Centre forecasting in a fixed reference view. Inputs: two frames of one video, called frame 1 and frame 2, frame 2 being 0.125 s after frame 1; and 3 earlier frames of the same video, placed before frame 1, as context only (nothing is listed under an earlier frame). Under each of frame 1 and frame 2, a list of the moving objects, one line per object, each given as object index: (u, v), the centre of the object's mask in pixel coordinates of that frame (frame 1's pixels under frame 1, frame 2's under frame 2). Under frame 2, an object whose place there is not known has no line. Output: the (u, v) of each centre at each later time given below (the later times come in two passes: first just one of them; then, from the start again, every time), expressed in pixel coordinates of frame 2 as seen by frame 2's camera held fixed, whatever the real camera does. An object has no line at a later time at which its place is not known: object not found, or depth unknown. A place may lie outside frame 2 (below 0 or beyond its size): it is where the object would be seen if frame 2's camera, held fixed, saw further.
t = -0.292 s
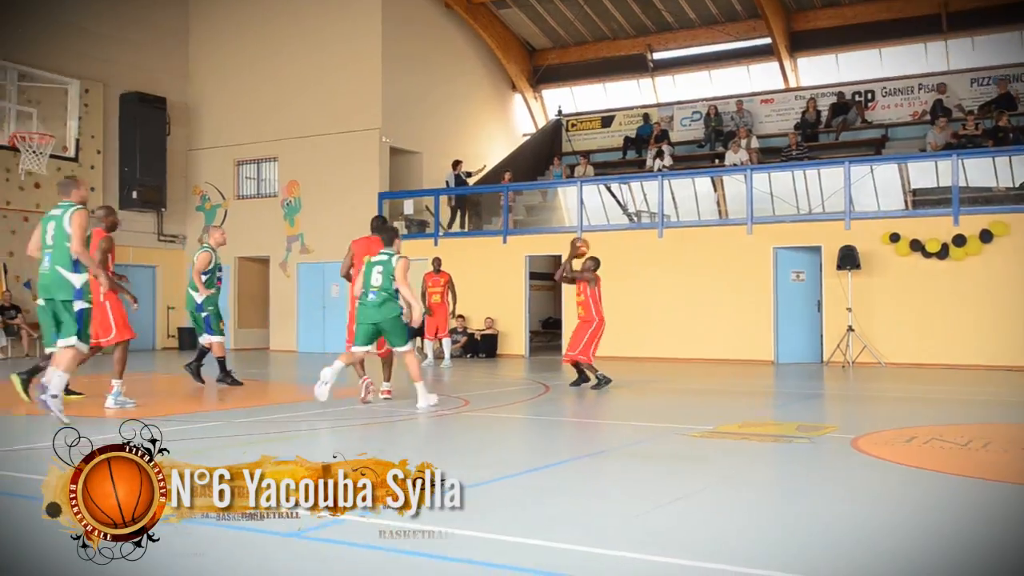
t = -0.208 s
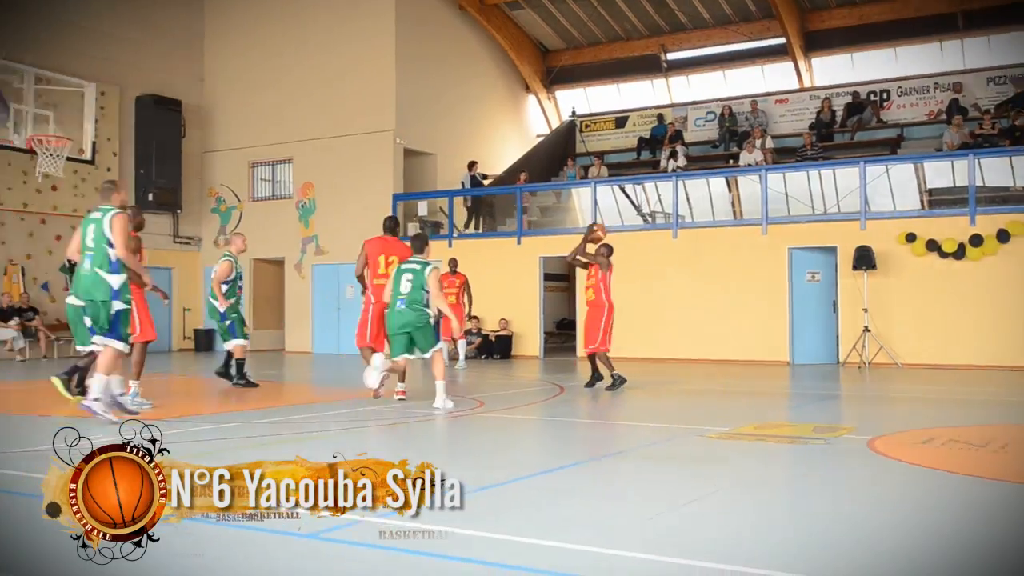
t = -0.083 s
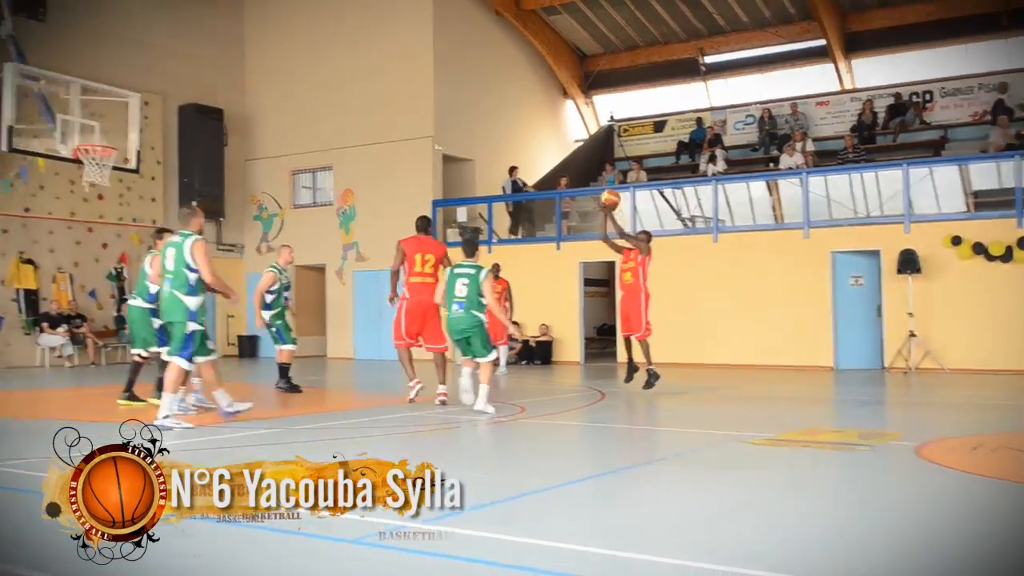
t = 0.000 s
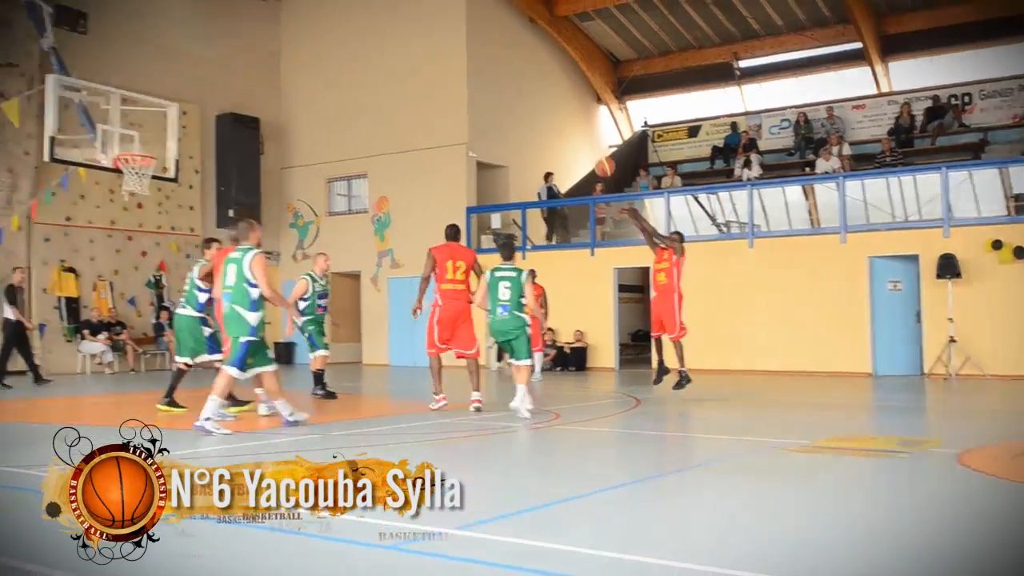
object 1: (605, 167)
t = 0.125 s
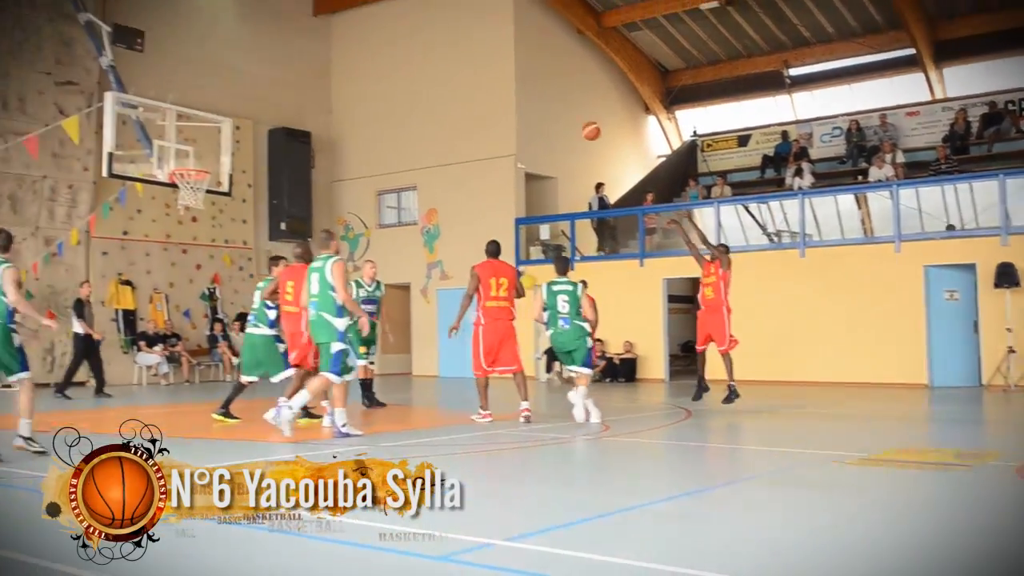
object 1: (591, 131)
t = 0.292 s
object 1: (515, 91)
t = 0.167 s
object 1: (571, 119)
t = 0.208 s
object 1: (553, 108)
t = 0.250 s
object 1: (534, 99)
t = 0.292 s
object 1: (515, 91)
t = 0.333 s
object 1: (497, 85)
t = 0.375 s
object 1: (478, 81)
